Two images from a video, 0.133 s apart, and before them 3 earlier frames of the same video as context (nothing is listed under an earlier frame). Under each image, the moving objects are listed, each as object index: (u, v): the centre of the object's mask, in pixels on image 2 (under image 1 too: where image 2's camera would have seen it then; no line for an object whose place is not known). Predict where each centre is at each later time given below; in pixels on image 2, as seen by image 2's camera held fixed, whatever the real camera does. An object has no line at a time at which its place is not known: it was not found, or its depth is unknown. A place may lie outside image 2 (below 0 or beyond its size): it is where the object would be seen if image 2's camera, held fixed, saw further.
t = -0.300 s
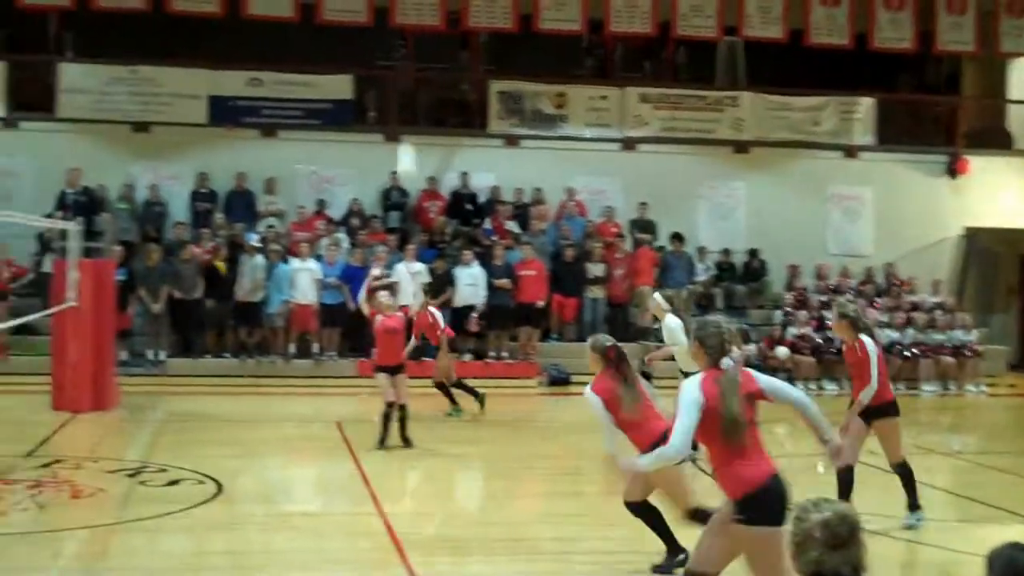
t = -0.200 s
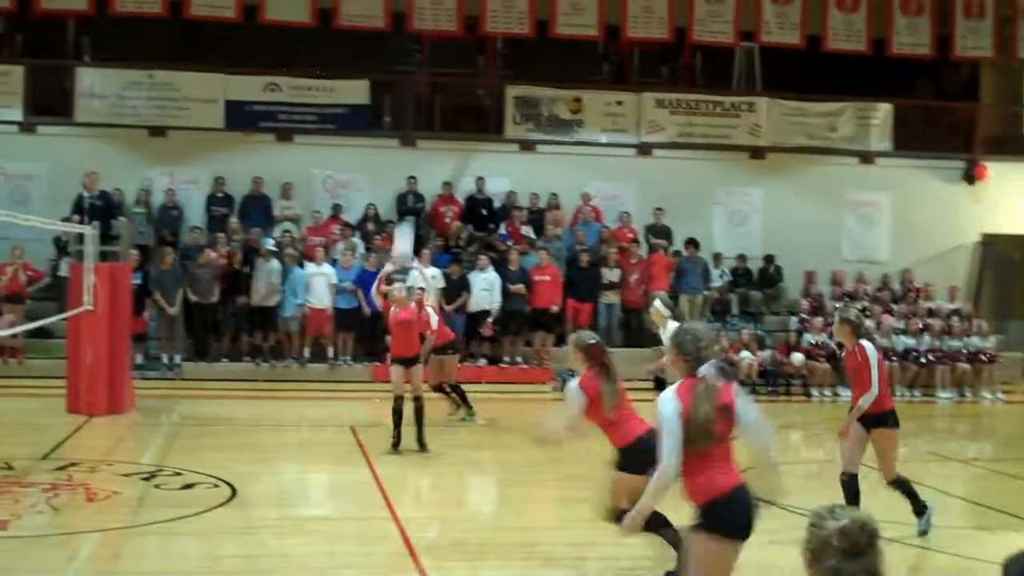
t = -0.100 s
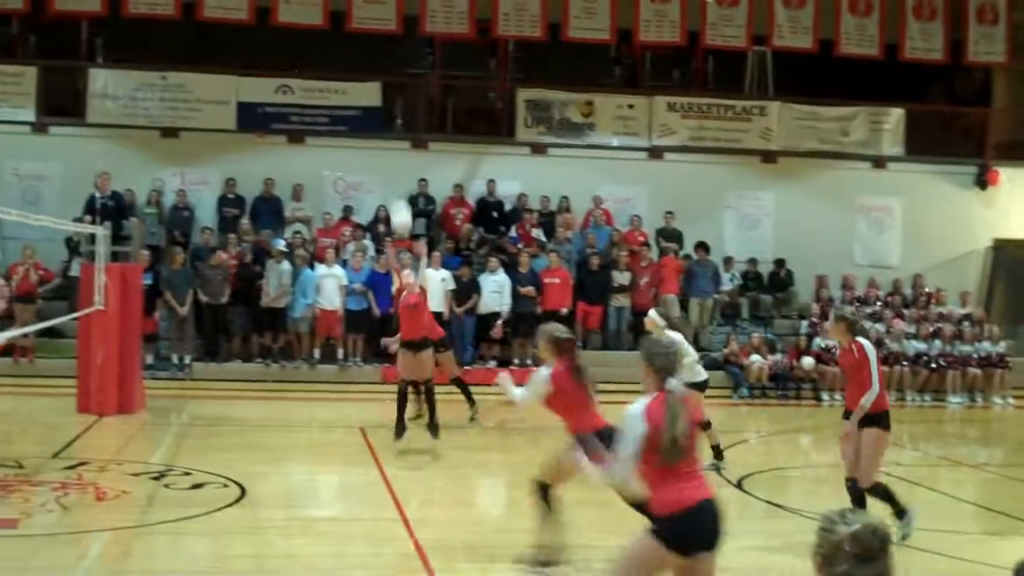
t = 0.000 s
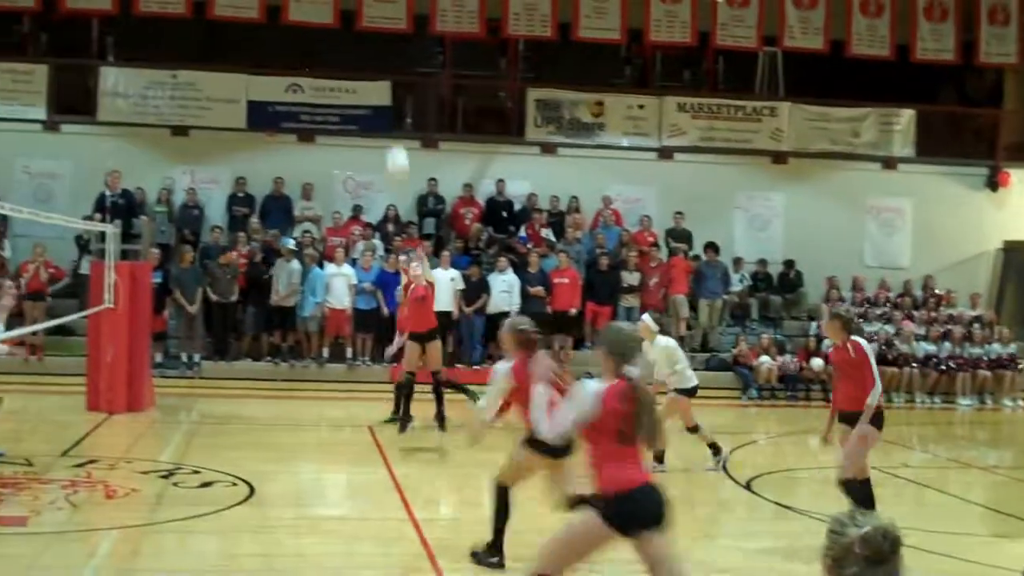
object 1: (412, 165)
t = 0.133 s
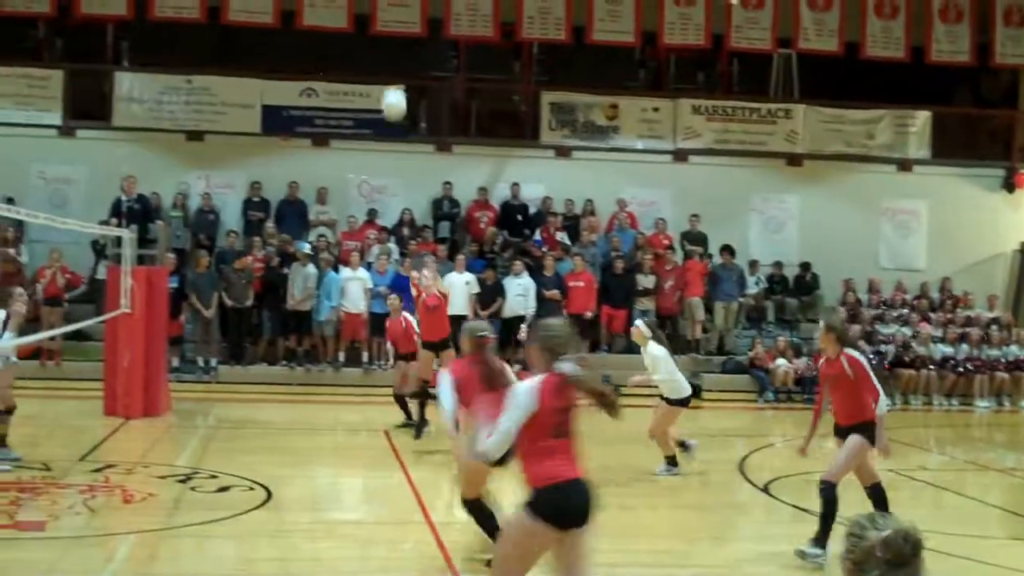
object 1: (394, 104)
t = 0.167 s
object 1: (389, 88)
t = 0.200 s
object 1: (382, 77)
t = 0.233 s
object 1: (376, 65)
